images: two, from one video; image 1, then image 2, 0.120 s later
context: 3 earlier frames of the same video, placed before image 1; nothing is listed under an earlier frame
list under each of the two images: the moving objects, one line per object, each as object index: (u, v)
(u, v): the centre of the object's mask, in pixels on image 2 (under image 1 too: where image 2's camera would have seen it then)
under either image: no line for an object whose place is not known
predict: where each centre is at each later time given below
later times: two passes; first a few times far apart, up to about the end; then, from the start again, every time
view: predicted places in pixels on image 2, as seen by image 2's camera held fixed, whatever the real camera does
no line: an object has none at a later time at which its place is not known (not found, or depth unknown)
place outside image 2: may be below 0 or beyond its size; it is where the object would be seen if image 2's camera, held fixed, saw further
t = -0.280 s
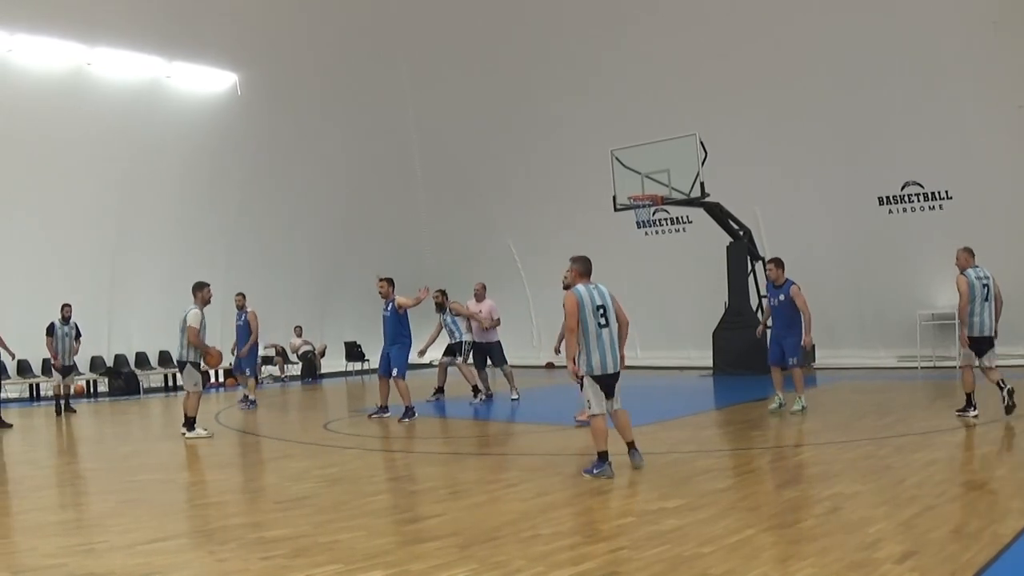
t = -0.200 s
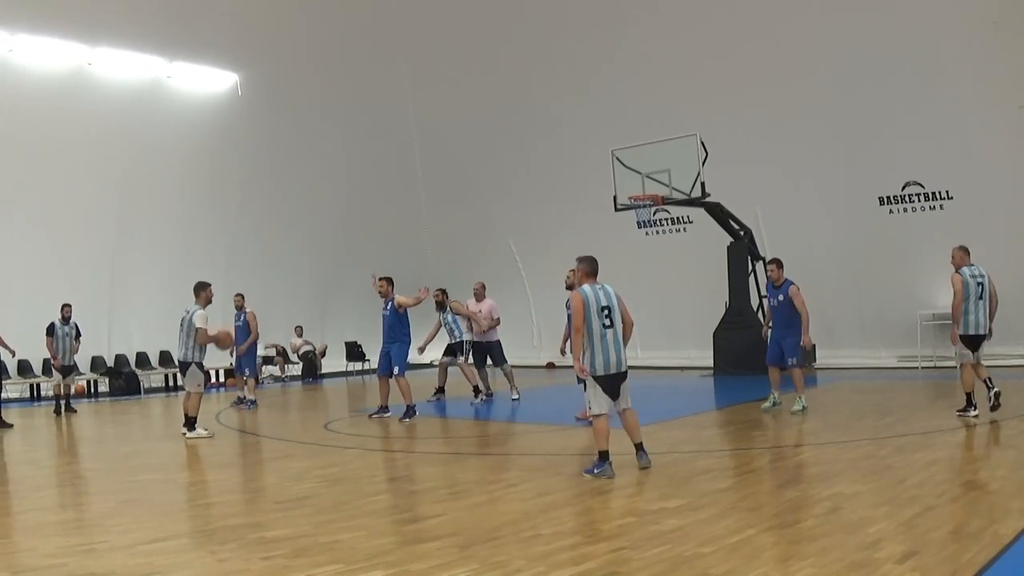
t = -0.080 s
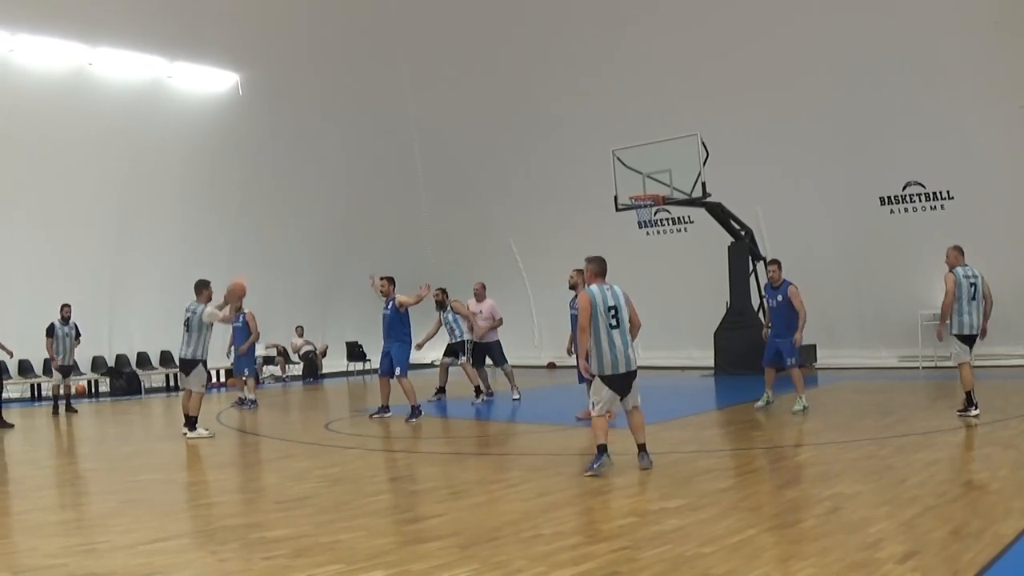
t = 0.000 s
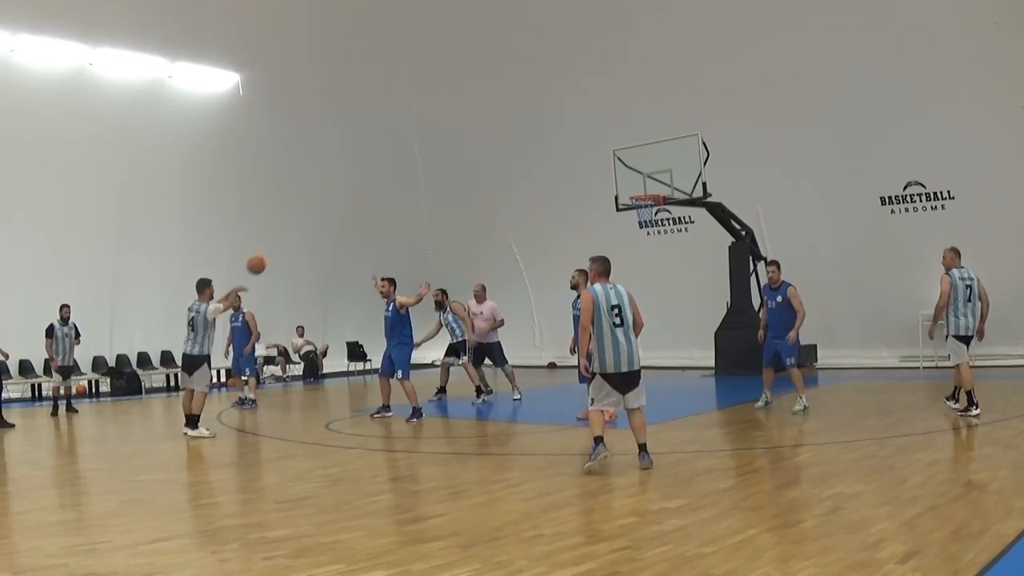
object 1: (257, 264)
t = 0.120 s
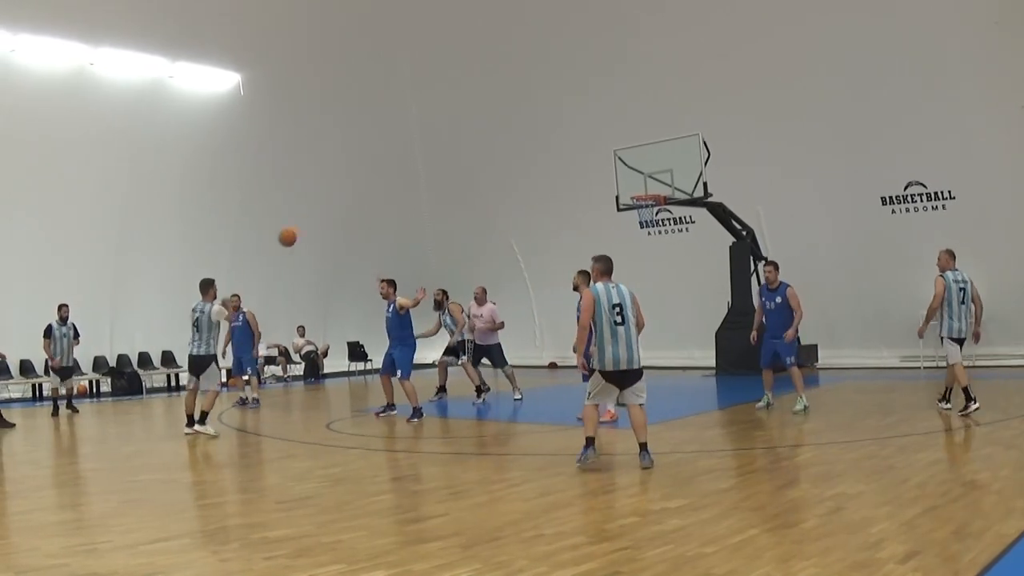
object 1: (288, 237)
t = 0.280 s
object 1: (325, 220)
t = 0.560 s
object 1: (385, 232)
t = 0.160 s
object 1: (297, 231)
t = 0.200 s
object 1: (307, 226)
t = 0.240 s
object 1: (316, 222)
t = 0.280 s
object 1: (325, 220)
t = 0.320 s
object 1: (334, 218)
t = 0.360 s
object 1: (343, 218)
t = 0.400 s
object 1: (352, 219)
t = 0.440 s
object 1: (360, 220)
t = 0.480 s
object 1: (369, 223)
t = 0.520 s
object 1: (377, 227)
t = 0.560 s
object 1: (385, 232)
